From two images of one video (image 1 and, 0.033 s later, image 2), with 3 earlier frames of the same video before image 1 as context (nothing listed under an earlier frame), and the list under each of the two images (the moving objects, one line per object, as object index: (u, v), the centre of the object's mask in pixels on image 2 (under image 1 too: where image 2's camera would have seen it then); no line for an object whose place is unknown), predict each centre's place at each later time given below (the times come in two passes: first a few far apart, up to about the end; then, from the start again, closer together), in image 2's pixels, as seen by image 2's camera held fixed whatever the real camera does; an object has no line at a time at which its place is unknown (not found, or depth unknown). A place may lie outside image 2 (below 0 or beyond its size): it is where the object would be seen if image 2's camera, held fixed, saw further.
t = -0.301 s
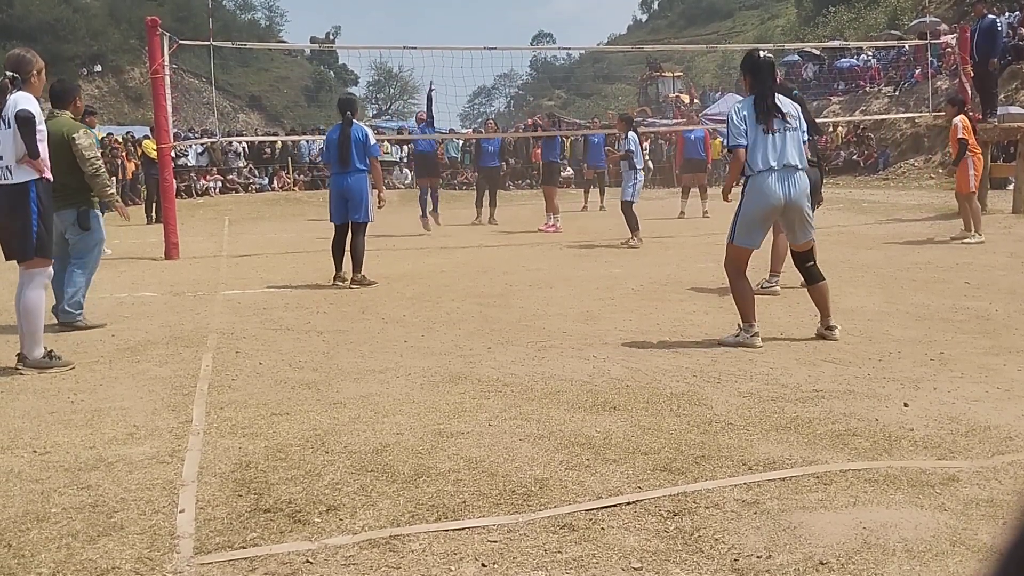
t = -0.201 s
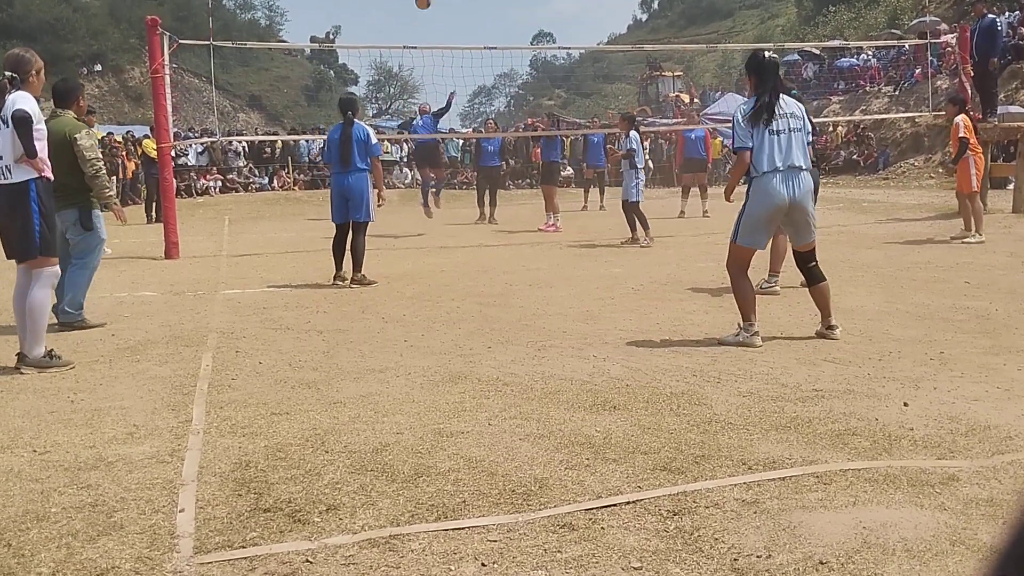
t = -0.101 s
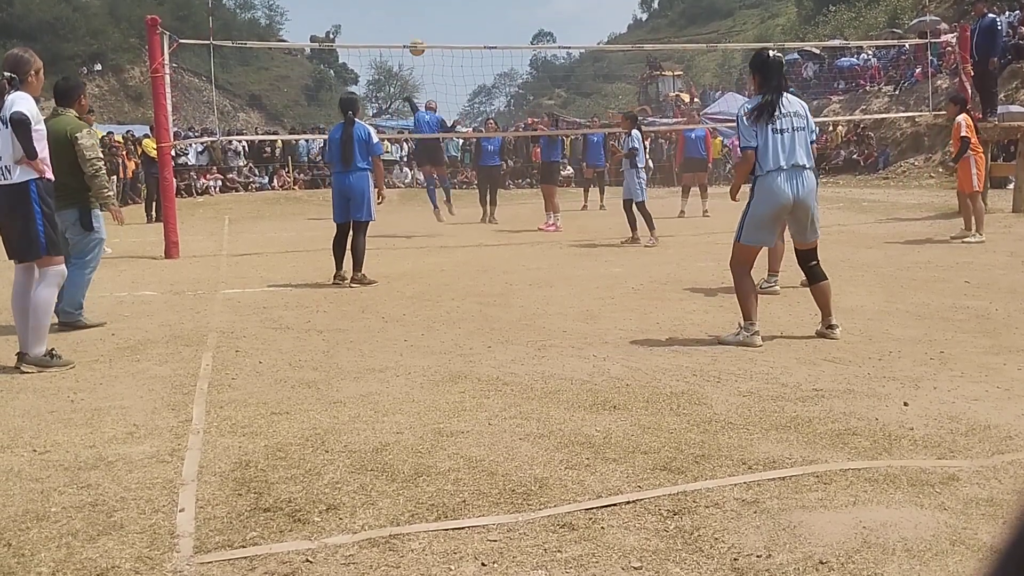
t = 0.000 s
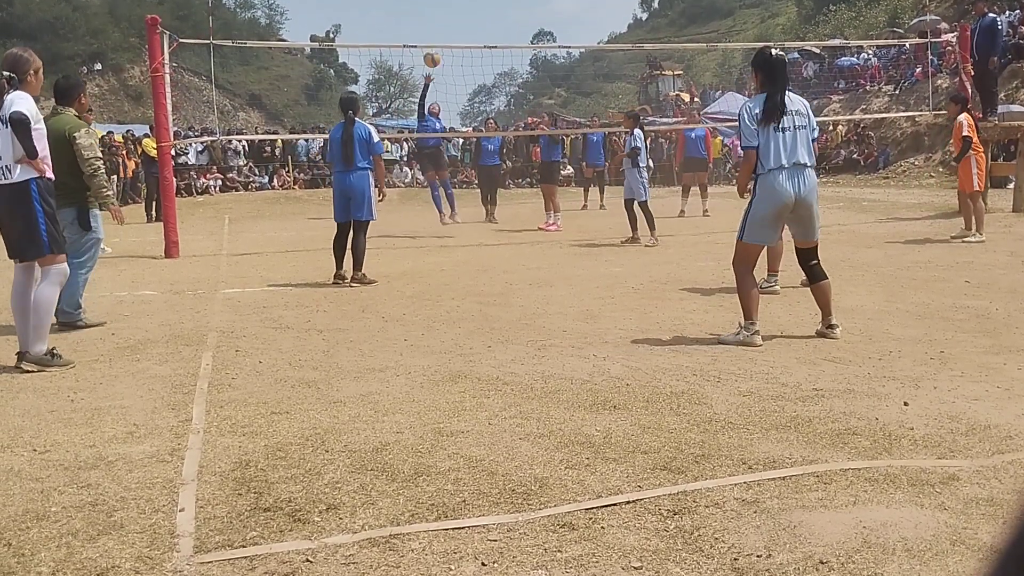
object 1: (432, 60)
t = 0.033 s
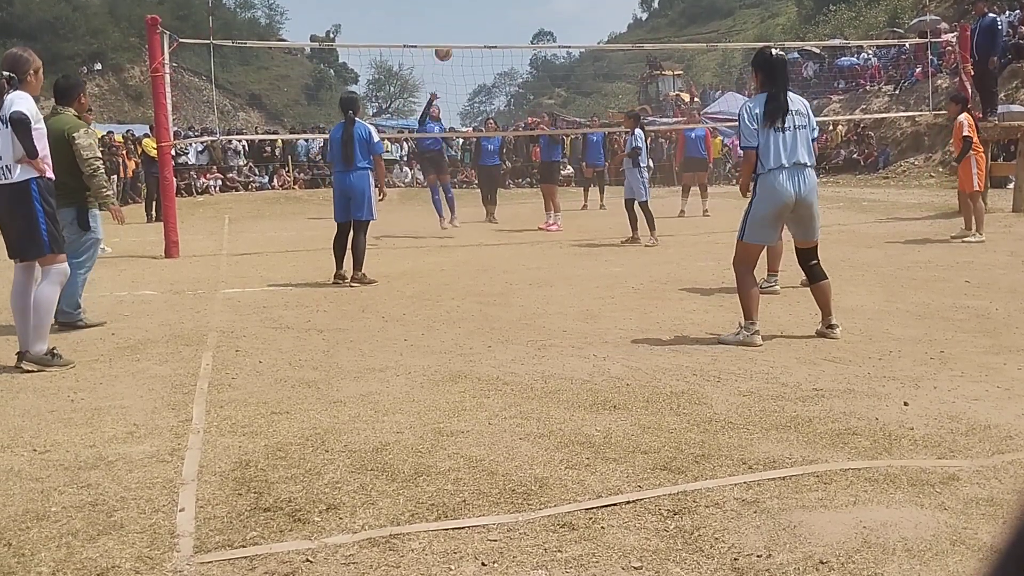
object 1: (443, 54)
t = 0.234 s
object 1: (490, 12)
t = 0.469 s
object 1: (545, 5)
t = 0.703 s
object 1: (613, 48)
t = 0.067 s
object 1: (455, 47)
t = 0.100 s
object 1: (463, 39)
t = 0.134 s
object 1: (470, 31)
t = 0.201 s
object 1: (482, 18)
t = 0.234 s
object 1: (490, 12)
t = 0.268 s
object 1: (497, 8)
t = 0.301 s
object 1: (504, 6)
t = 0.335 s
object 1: (512, 4)
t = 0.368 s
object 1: (520, 4)
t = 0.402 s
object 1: (528, 3)
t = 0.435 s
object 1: (536, 4)
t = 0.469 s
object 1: (545, 5)
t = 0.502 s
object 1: (554, 6)
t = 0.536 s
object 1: (563, 8)
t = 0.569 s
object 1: (572, 11)
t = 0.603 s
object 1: (582, 19)
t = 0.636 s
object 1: (592, 27)
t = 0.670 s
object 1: (603, 37)
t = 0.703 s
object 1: (613, 48)
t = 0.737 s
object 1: (625, 61)
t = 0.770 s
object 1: (635, 77)
